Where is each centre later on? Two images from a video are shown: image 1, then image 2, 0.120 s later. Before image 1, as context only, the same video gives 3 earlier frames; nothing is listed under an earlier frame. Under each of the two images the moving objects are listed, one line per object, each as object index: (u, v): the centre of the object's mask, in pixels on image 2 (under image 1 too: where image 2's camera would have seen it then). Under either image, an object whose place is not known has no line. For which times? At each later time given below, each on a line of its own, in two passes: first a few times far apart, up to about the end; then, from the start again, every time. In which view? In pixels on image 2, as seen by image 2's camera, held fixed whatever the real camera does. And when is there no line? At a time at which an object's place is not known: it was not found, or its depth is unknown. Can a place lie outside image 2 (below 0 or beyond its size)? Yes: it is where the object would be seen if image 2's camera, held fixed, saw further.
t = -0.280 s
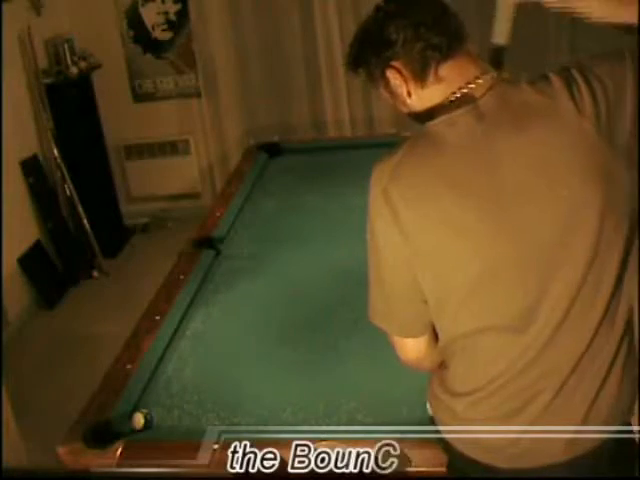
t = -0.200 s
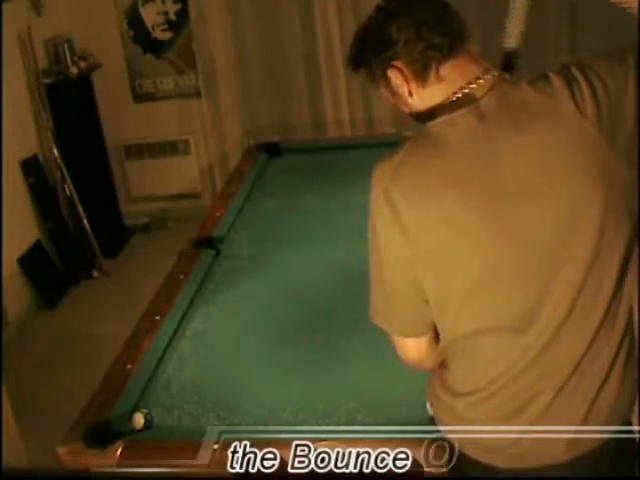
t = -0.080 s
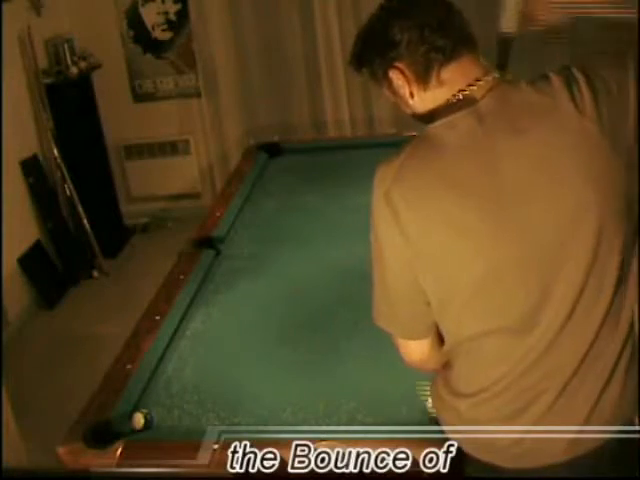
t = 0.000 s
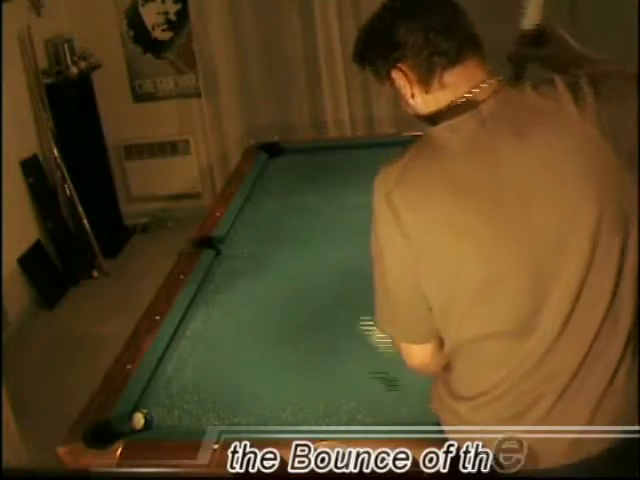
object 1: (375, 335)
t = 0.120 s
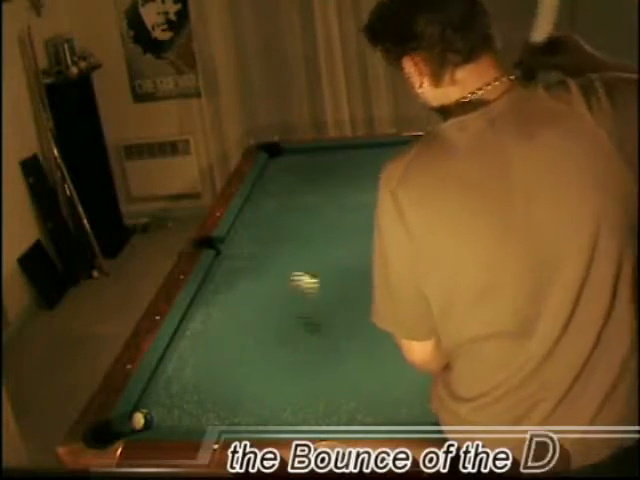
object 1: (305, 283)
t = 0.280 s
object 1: (237, 255)
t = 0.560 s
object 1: (190, 264)
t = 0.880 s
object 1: (150, 359)
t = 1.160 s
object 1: (163, 394)
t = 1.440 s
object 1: (186, 393)
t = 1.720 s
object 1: (194, 422)
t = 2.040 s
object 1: (236, 404)
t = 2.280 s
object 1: (265, 388)
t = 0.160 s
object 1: (286, 276)
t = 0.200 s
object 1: (270, 277)
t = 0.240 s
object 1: (253, 270)
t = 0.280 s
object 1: (237, 255)
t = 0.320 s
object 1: (221, 244)
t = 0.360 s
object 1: (209, 236)
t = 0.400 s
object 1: (204, 237)
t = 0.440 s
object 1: (201, 241)
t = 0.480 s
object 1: (198, 247)
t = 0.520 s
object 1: (194, 256)
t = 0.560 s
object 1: (190, 264)
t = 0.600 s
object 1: (185, 272)
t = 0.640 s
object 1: (181, 282)
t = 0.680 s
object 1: (177, 291)
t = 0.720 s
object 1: (171, 303)
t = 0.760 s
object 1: (166, 315)
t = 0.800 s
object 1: (161, 326)
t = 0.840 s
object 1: (155, 342)
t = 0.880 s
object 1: (150, 359)
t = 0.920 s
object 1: (145, 382)
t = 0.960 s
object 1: (141, 400)
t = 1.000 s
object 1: (140, 404)
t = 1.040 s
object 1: (144, 404)
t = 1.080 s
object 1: (152, 402)
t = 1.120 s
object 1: (157, 397)
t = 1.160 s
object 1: (163, 394)
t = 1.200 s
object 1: (168, 392)
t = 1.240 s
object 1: (172, 389)
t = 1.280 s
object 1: (176, 389)
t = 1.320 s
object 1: (179, 388)
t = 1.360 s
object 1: (182, 389)
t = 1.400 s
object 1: (183, 390)
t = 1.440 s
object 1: (186, 393)
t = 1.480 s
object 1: (187, 396)
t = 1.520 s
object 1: (188, 400)
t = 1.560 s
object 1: (189, 405)
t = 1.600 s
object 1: (190, 409)
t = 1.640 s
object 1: (191, 415)
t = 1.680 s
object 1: (193, 418)
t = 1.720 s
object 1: (194, 422)
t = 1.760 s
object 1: (197, 422)
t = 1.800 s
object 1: (203, 420)
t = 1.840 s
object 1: (208, 418)
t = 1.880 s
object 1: (215, 414)
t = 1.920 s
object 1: (220, 413)
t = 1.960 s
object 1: (226, 409)
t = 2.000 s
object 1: (230, 407)
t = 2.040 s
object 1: (236, 404)
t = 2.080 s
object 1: (240, 402)
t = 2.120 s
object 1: (246, 398)
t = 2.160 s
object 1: (251, 396)
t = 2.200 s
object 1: (256, 393)
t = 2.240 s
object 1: (261, 390)
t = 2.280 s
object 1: (265, 388)
